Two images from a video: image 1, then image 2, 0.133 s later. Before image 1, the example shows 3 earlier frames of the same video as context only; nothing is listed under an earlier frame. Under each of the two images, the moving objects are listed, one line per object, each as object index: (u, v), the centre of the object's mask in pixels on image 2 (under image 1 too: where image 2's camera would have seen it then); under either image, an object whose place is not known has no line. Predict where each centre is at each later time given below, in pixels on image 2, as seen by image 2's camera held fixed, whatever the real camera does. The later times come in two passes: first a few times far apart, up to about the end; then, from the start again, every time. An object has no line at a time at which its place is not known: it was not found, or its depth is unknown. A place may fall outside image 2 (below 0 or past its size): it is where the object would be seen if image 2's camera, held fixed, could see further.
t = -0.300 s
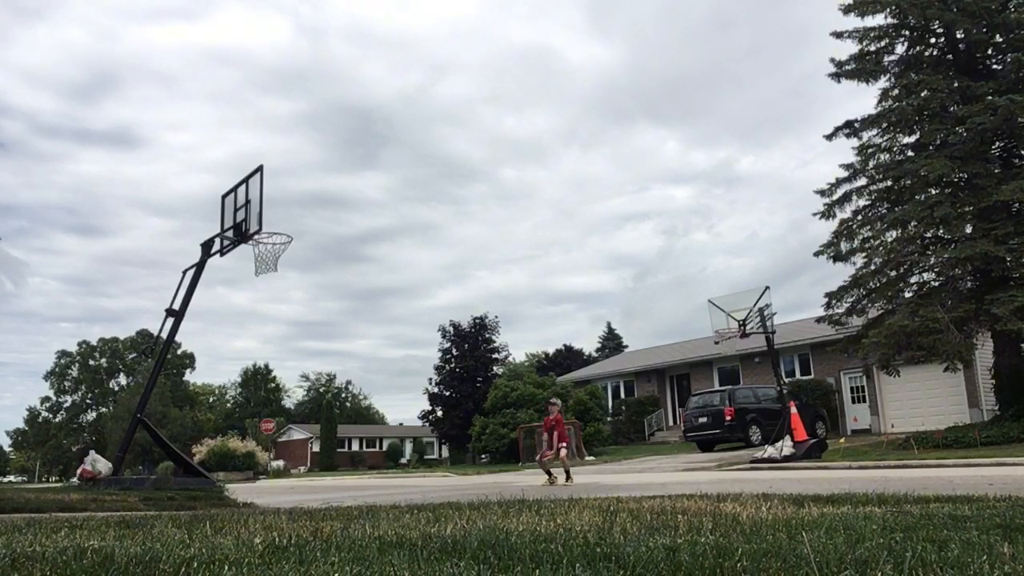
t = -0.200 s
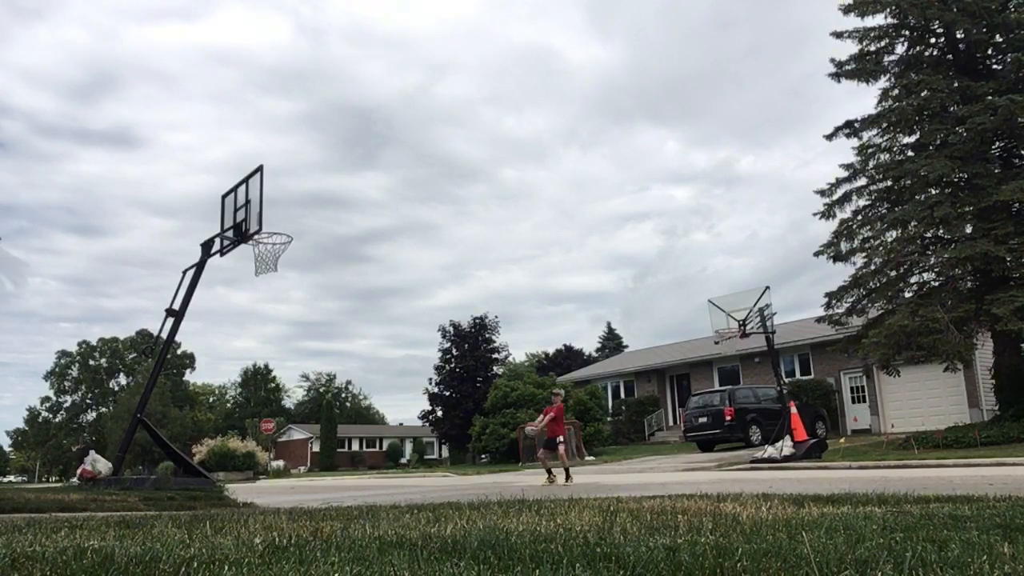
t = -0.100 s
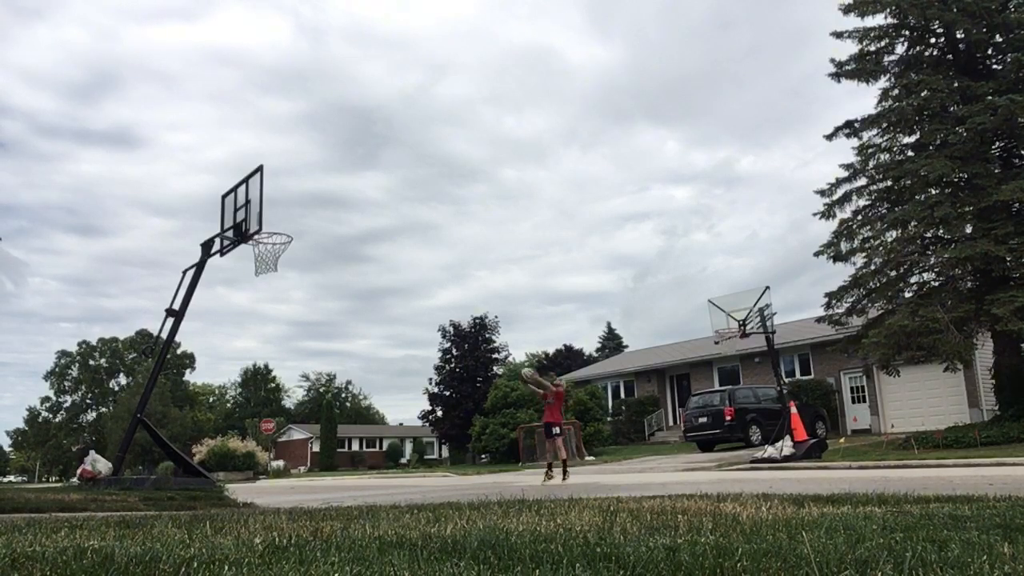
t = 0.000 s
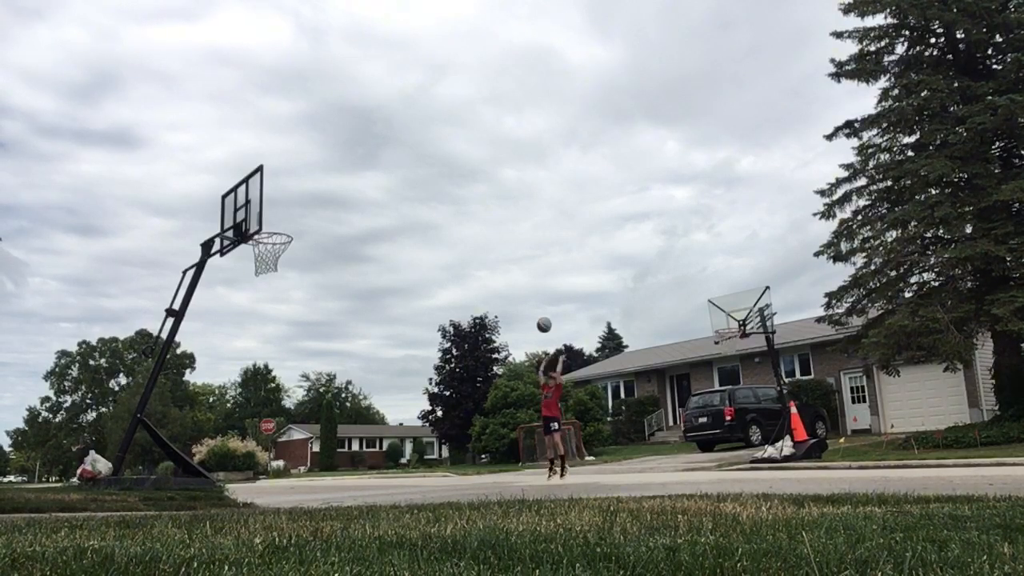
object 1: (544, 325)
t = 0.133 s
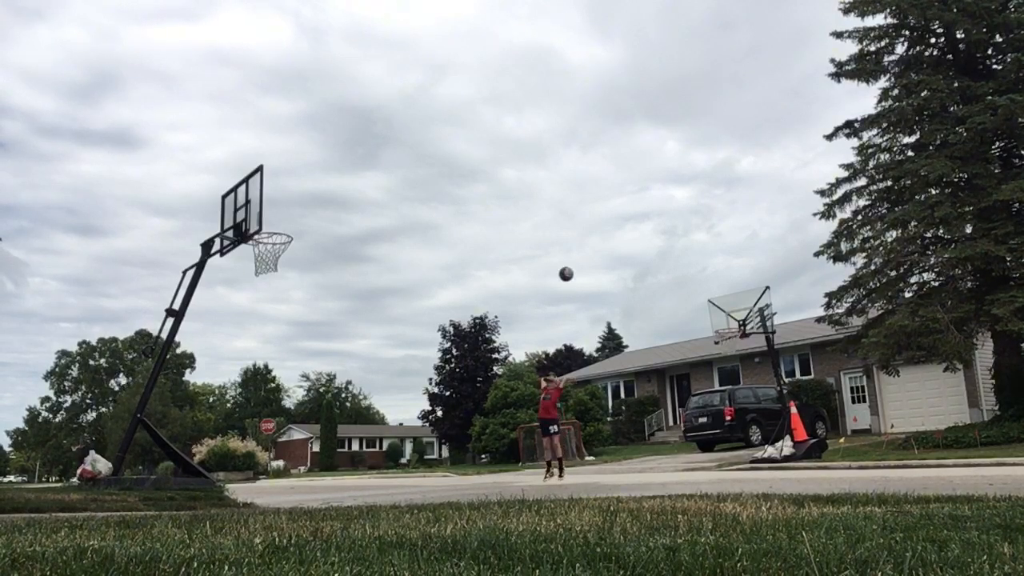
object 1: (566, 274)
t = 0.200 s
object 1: (576, 254)
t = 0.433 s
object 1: (609, 214)
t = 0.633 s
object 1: (635, 208)
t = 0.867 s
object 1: (665, 228)
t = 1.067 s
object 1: (689, 266)
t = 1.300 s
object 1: (688, 309)
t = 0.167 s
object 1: (571, 263)
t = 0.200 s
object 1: (576, 254)
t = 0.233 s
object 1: (581, 246)
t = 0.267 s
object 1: (586, 239)
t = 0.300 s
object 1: (590, 232)
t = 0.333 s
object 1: (595, 226)
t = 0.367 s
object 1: (600, 222)
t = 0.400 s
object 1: (604, 217)
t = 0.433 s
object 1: (609, 214)
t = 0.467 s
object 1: (614, 211)
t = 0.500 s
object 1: (618, 209)
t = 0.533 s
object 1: (622, 208)
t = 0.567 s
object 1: (627, 207)
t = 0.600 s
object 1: (631, 207)
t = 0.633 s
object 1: (635, 208)
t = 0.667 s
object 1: (640, 209)
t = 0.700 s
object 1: (644, 211)
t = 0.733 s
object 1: (648, 213)
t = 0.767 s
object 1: (652, 216)
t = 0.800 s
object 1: (656, 219)
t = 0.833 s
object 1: (661, 223)
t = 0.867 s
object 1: (665, 228)
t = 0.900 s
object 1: (669, 233)
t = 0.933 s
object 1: (673, 238)
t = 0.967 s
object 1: (677, 245)
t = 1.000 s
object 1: (681, 251)
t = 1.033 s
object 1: (685, 258)
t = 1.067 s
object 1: (689, 266)
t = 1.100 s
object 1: (694, 274)
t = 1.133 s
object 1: (697, 283)
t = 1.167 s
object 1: (701, 292)
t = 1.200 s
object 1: (704, 299)
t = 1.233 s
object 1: (698, 302)
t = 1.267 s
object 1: (693, 305)
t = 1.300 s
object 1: (688, 309)
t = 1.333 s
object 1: (683, 314)
